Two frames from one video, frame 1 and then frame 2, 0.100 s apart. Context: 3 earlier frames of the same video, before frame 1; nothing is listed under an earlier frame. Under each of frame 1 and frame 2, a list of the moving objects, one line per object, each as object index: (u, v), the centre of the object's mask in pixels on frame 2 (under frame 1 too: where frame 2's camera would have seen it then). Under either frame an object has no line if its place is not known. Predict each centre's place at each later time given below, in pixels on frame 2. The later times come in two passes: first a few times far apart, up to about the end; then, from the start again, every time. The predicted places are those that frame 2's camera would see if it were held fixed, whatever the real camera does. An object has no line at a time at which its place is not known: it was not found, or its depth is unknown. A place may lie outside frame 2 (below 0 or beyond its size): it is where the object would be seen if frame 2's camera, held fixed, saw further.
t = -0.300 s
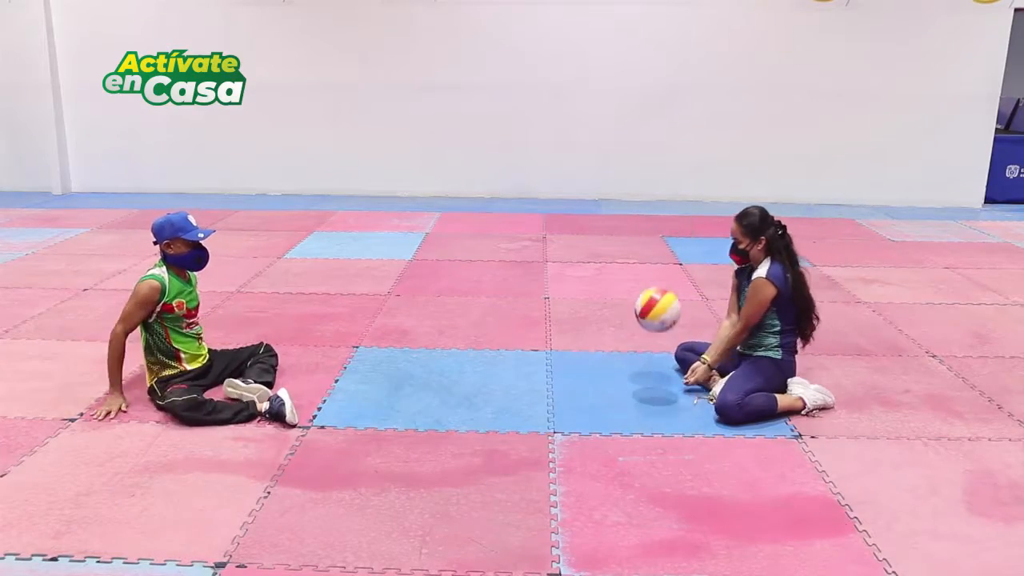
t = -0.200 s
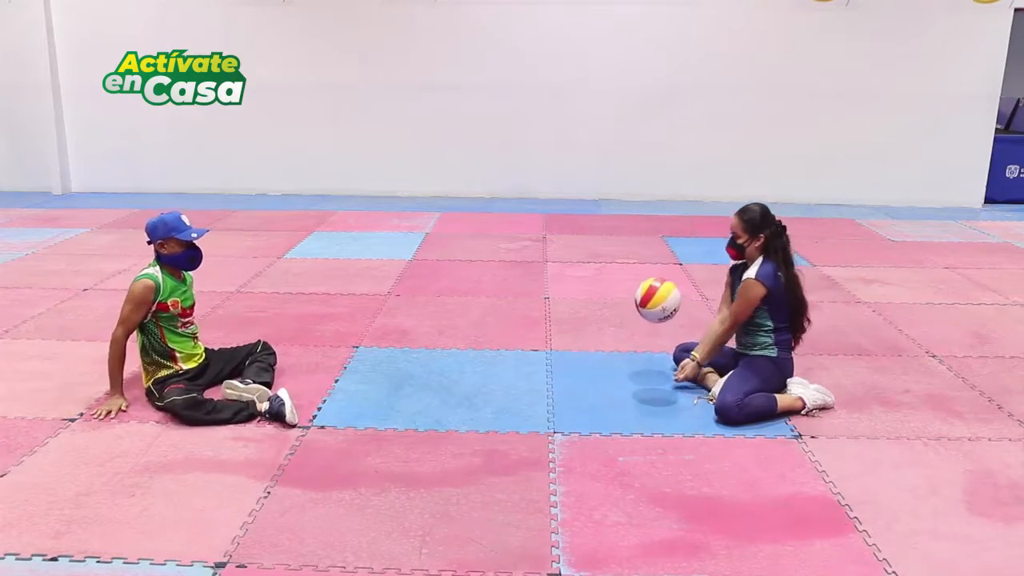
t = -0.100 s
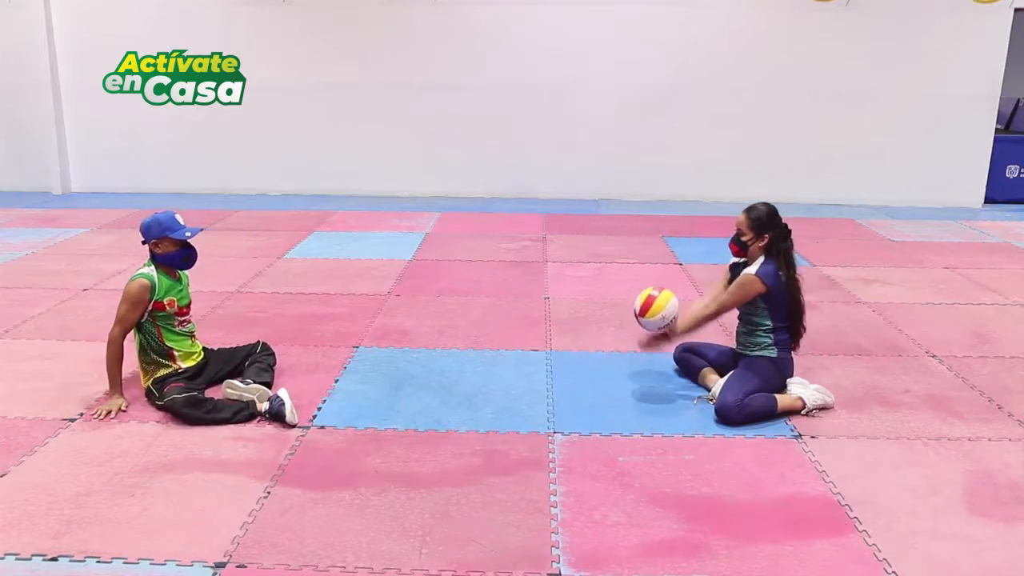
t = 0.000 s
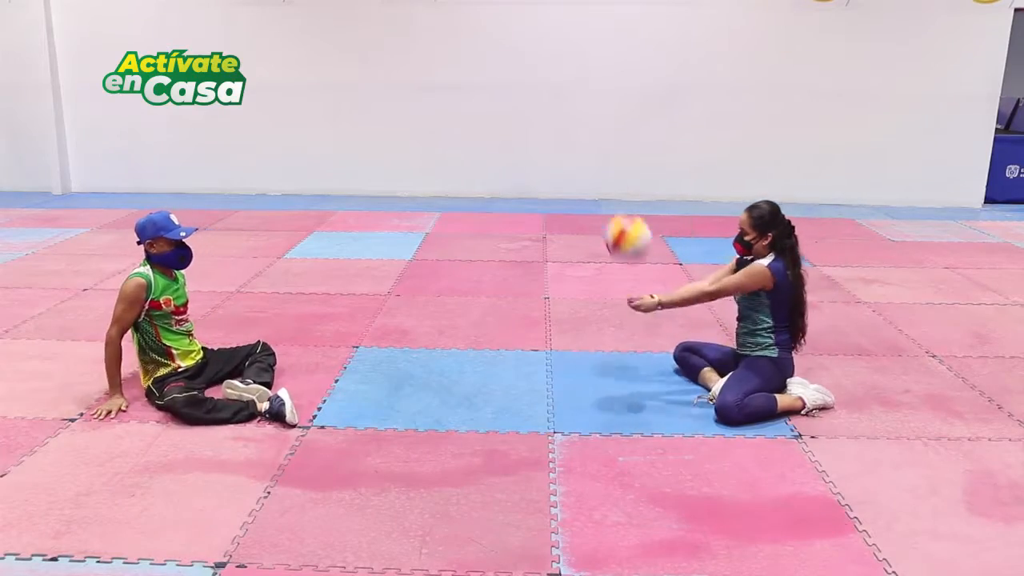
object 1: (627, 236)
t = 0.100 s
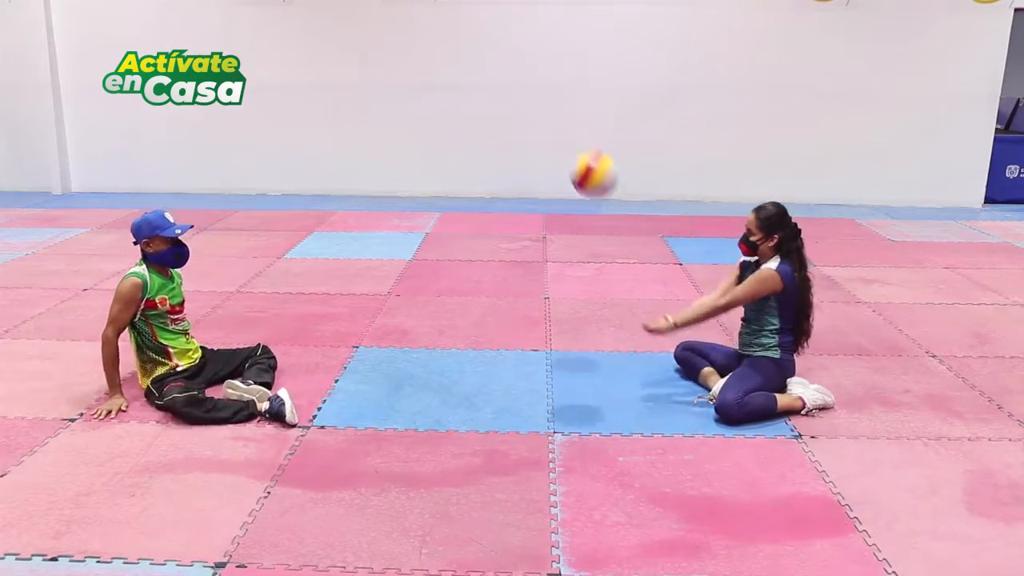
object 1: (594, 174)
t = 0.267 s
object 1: (534, 112)
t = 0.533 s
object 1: (434, 146)
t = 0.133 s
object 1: (583, 156)
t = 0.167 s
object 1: (570, 142)
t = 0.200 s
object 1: (558, 129)
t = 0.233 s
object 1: (546, 119)
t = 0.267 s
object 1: (534, 112)
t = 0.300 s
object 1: (521, 107)
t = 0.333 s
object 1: (509, 105)
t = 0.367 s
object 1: (496, 105)
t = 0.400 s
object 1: (484, 108)
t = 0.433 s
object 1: (471, 114)
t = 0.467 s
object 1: (459, 122)
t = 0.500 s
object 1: (447, 132)
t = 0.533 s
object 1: (434, 146)
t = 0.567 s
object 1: (422, 162)
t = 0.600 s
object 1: (410, 180)
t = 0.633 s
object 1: (398, 199)
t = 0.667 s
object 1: (386, 222)
